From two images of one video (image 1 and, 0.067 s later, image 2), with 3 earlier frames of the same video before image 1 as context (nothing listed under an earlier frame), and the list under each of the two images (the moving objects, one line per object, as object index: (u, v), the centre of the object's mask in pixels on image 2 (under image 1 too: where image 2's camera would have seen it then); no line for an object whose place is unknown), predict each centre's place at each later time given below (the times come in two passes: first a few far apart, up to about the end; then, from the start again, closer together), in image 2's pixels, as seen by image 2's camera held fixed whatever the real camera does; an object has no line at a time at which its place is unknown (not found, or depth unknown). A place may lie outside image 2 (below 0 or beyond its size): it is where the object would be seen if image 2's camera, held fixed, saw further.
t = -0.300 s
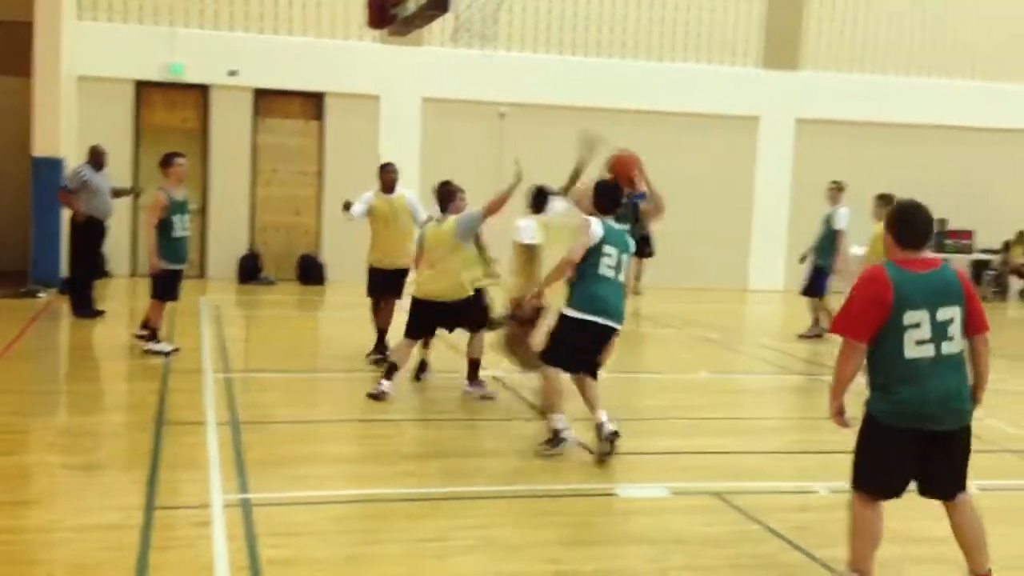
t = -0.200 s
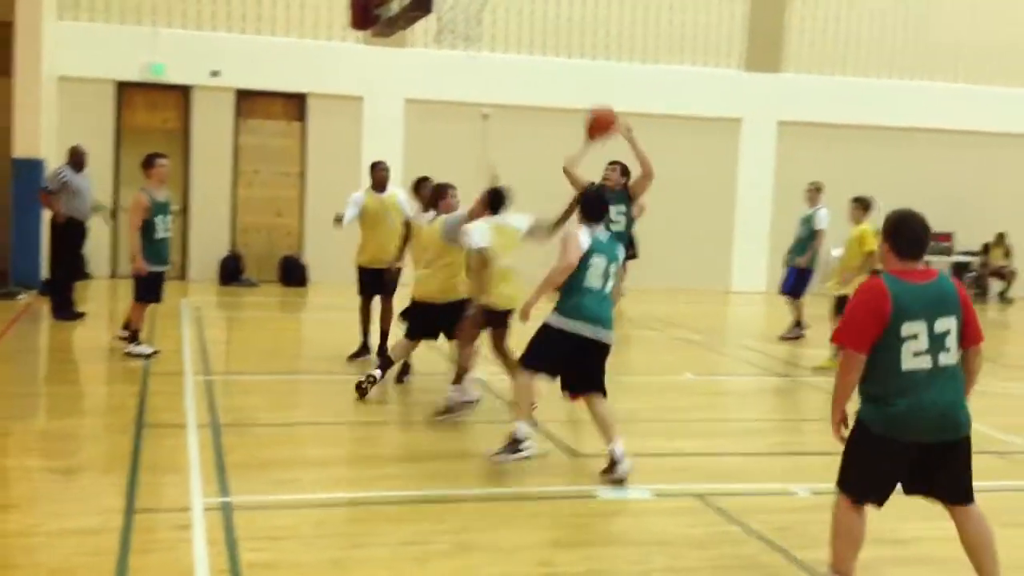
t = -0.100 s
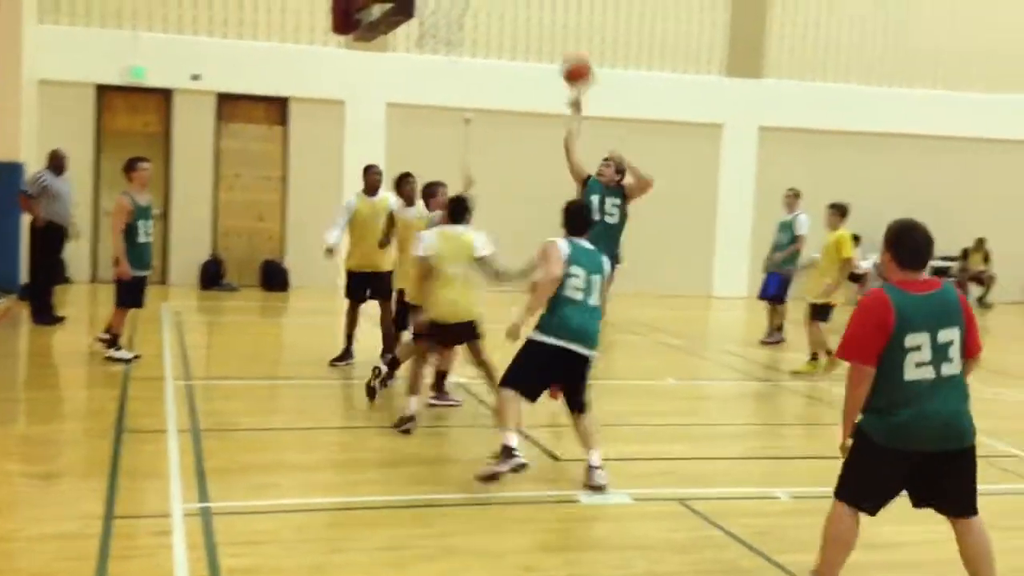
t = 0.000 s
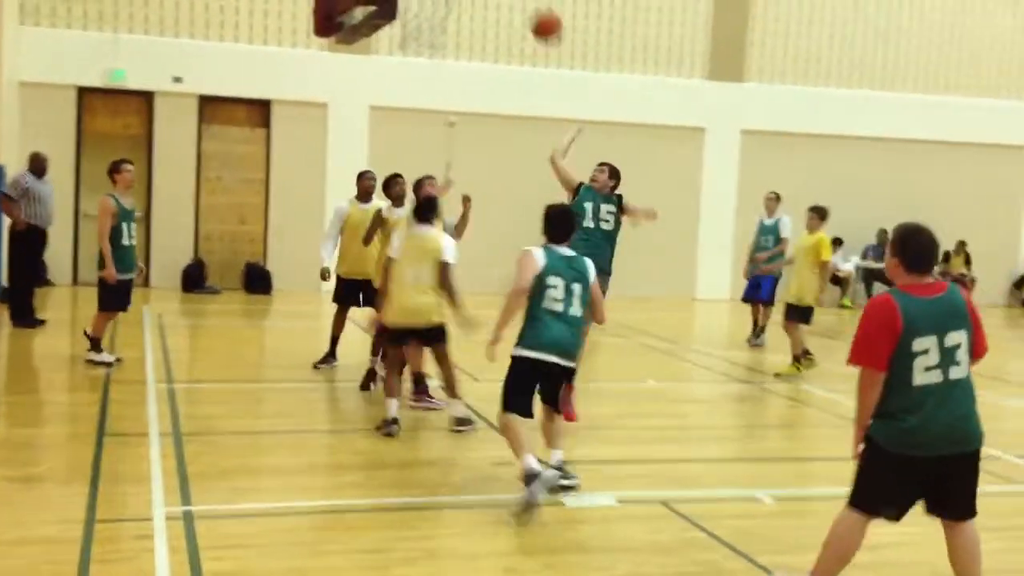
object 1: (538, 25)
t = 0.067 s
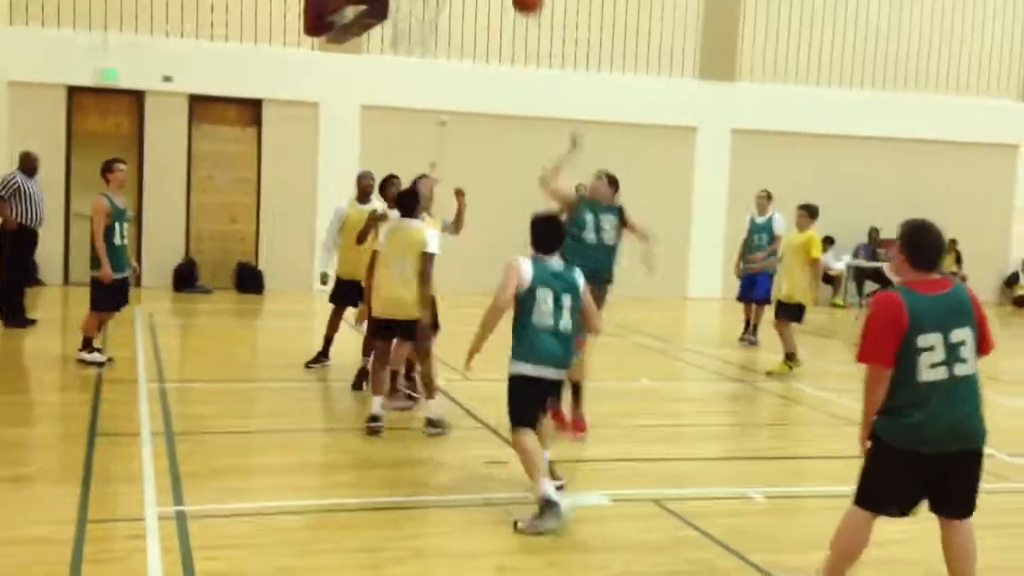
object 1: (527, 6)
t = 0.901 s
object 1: (403, -27)
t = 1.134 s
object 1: (418, -13)
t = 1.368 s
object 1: (433, 3)
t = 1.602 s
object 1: (413, 31)
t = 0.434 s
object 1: (463, -33)
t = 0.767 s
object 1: (409, -25)
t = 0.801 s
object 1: (406, -29)
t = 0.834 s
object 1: (405, -28)
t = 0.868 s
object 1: (404, -27)
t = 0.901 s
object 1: (403, -27)
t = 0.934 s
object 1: (403, -26)
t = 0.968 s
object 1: (403, -18)
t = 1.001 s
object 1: (405, -25)
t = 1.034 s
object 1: (407, -16)
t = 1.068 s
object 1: (410, -15)
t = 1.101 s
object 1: (412, -13)
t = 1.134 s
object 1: (418, -13)
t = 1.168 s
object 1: (423, -12)
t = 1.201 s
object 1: (426, -11)
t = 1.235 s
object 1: (430, -9)
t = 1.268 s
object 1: (431, -8)
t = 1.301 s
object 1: (431, -7)
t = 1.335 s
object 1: (432, -3)
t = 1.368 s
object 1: (433, 3)
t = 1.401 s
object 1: (432, 6)
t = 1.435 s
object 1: (429, 12)
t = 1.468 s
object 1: (427, 15)
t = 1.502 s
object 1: (423, 22)
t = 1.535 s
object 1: (420, 25)
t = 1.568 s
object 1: (417, 27)
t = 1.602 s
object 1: (413, 31)
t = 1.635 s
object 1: (409, 35)
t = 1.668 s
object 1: (406, 41)
